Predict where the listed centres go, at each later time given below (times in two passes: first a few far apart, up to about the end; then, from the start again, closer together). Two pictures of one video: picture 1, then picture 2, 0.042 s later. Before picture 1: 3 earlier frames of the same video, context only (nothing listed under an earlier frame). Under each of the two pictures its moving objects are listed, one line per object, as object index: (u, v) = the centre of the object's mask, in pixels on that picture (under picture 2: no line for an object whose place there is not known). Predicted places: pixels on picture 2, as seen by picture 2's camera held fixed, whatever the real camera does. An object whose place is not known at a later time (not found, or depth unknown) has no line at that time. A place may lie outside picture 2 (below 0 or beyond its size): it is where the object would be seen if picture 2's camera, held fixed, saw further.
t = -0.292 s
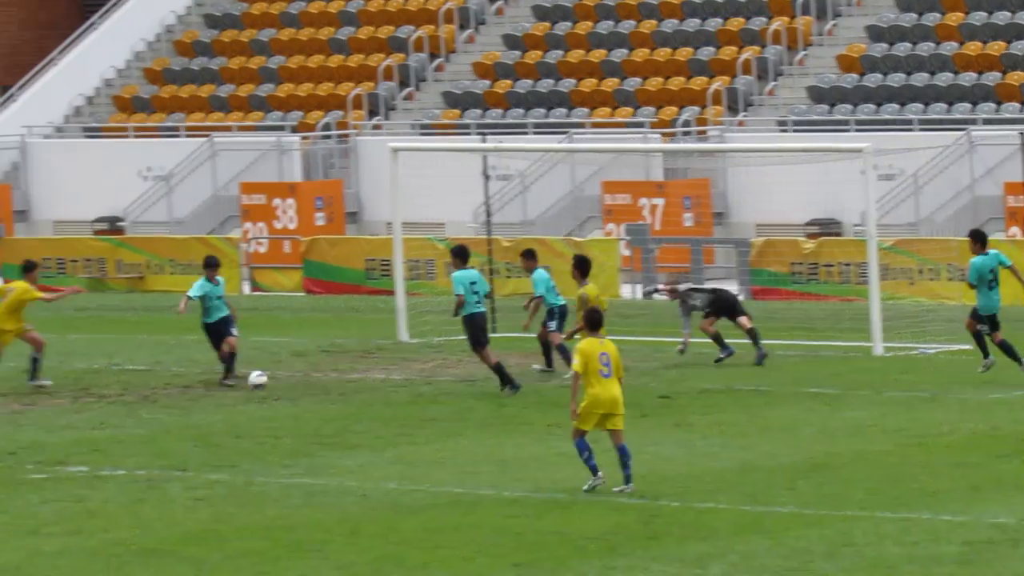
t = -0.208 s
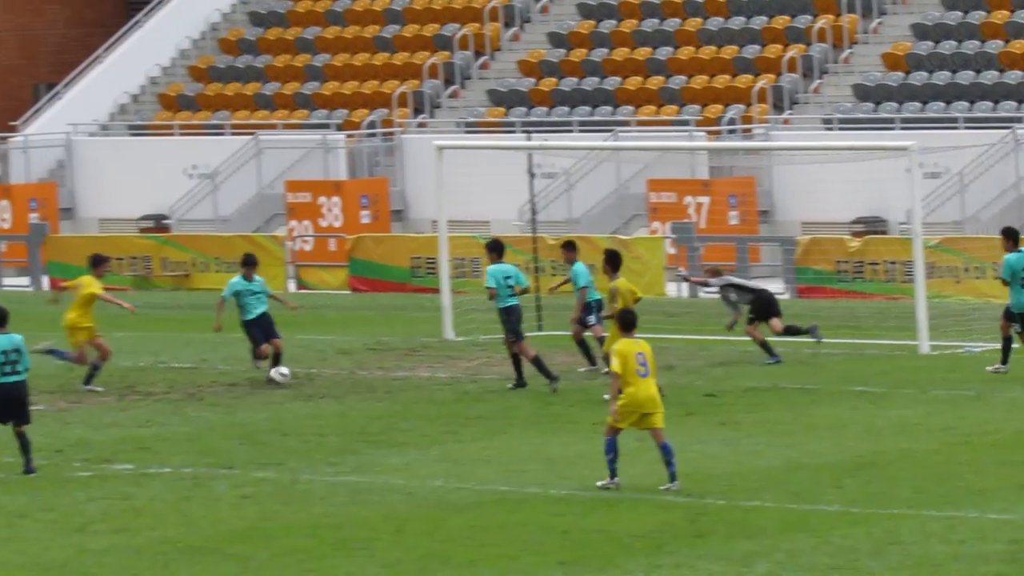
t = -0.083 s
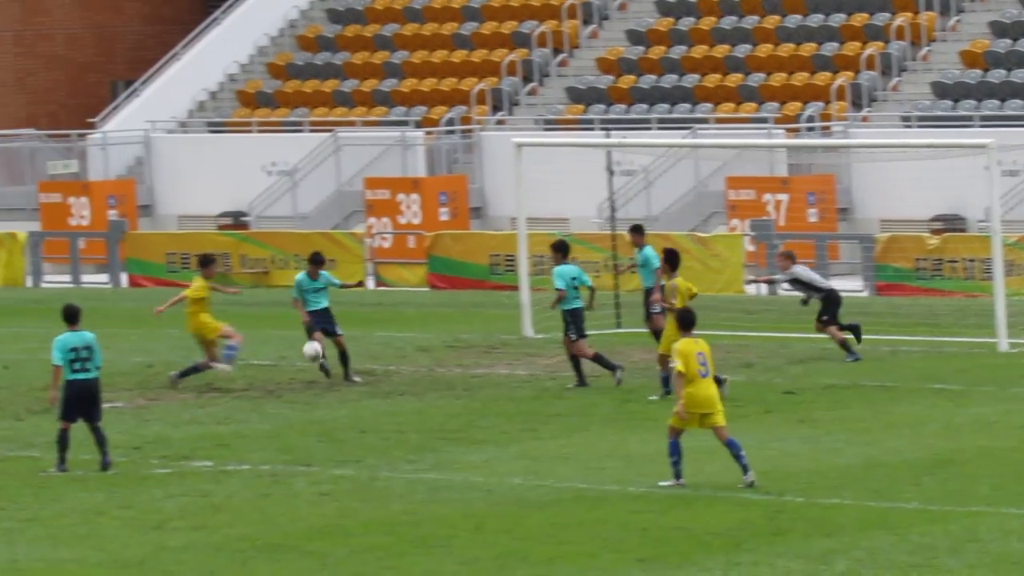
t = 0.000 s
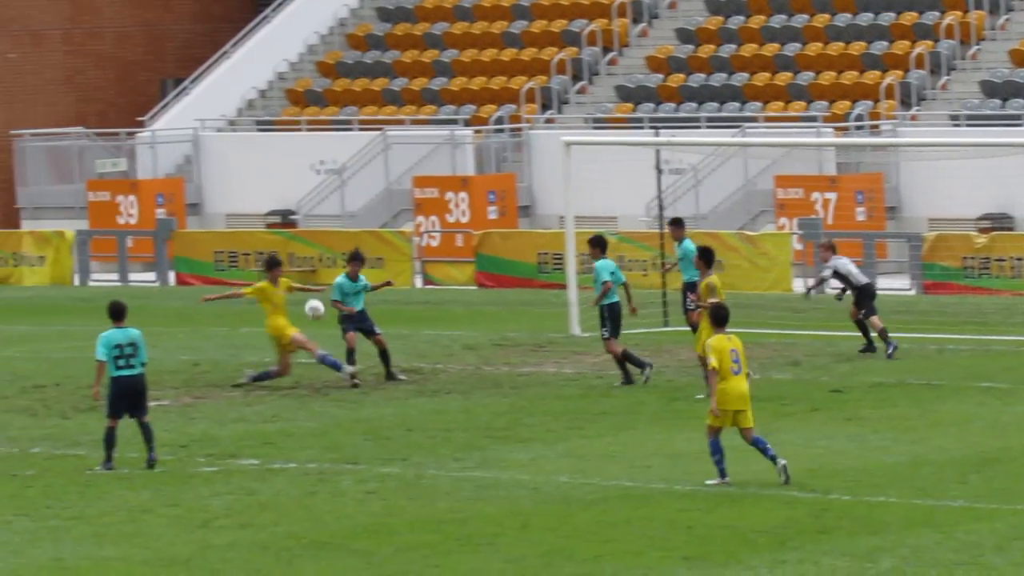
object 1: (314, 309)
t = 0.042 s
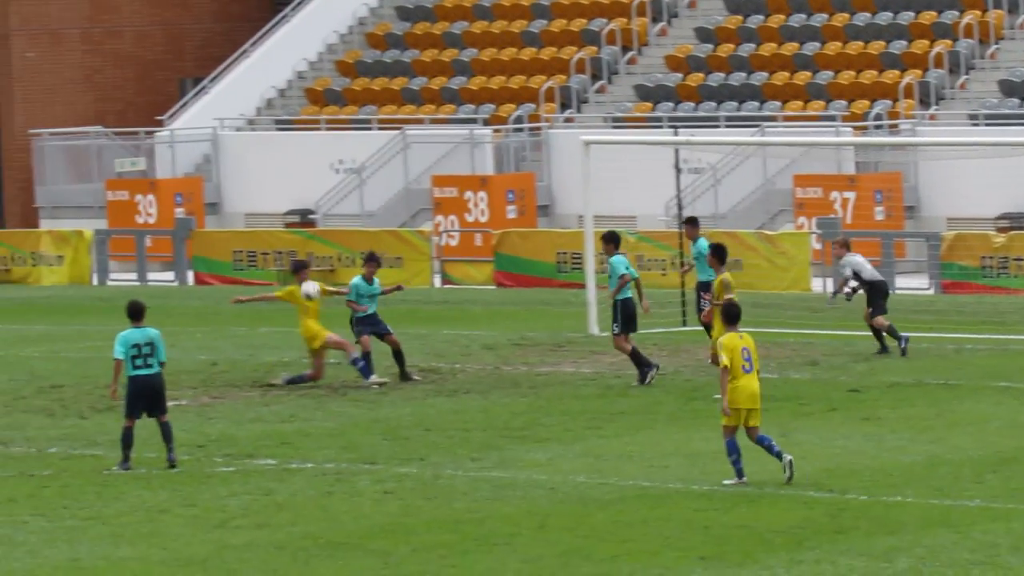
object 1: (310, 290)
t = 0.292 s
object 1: (173, 201)
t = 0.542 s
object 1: (34, 156)
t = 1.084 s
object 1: (-301, 237)
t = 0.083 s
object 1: (287, 274)
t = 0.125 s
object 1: (265, 257)
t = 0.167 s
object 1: (241, 240)
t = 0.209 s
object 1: (218, 226)
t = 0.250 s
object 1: (196, 212)
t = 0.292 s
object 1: (173, 201)
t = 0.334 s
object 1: (150, 190)
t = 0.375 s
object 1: (127, 181)
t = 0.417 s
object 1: (104, 172)
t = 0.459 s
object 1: (79, 165)
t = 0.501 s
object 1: (57, 160)
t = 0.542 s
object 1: (34, 156)
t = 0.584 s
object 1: (10, 153)
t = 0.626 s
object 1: (-14, 151)
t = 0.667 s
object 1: (-38, 152)
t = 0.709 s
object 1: (-63, 152)
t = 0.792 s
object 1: (-114, 159)
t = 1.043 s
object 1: (-275, 219)
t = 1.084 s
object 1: (-301, 237)
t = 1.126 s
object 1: (-327, 257)
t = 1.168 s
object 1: (-356, 280)
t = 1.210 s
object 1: (-383, 304)
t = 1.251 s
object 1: (-410, 331)
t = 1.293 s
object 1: (-438, 361)
